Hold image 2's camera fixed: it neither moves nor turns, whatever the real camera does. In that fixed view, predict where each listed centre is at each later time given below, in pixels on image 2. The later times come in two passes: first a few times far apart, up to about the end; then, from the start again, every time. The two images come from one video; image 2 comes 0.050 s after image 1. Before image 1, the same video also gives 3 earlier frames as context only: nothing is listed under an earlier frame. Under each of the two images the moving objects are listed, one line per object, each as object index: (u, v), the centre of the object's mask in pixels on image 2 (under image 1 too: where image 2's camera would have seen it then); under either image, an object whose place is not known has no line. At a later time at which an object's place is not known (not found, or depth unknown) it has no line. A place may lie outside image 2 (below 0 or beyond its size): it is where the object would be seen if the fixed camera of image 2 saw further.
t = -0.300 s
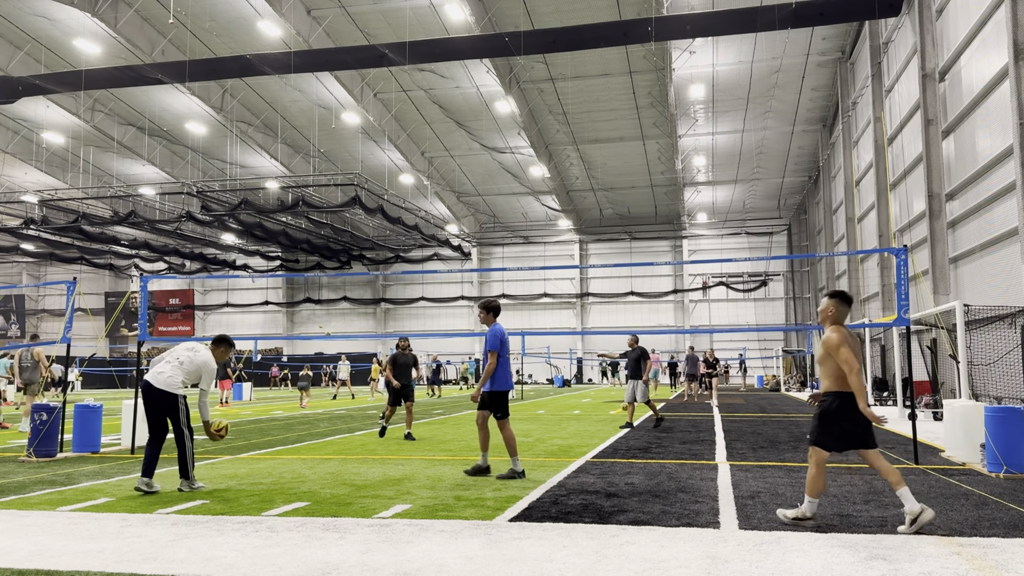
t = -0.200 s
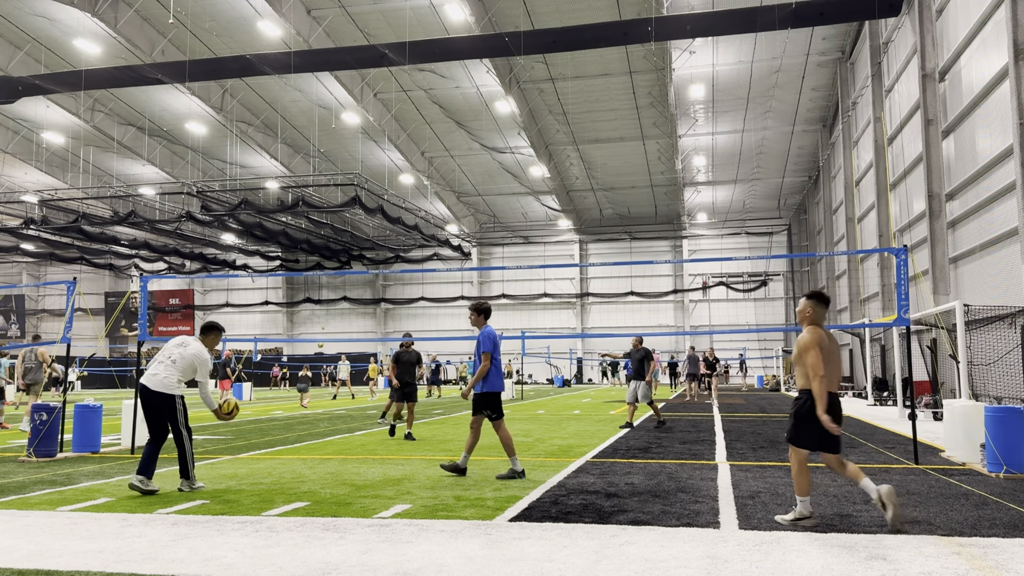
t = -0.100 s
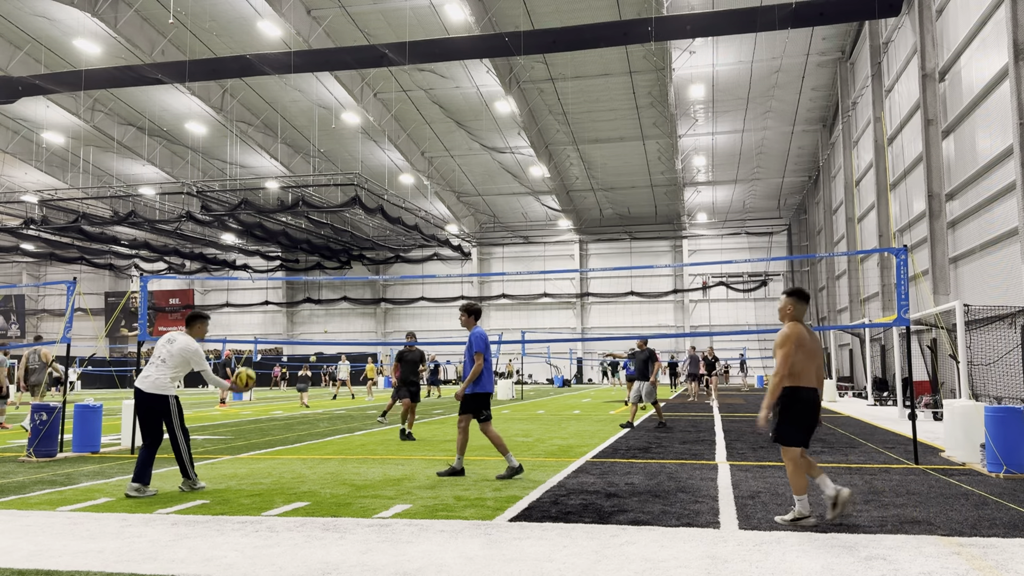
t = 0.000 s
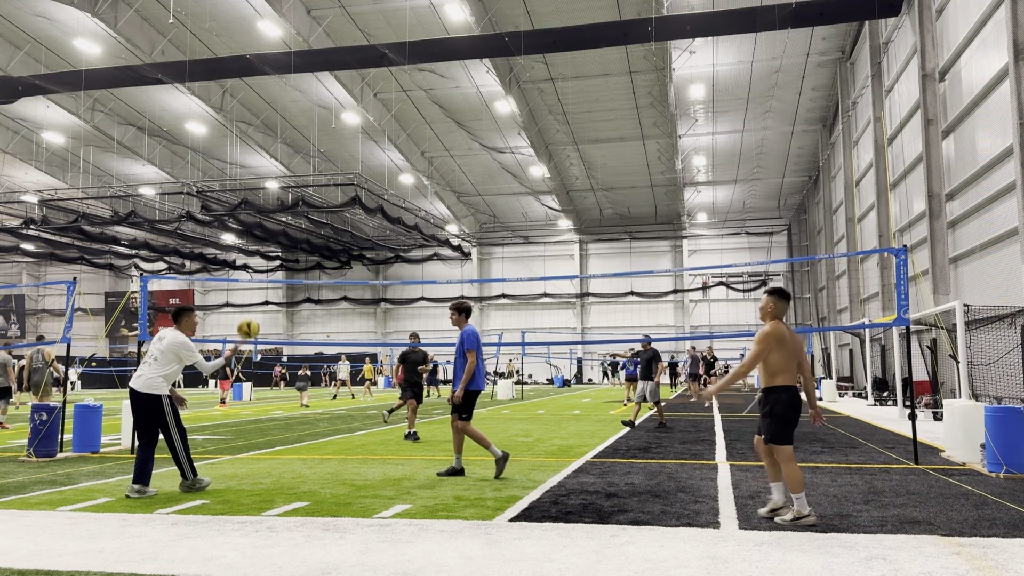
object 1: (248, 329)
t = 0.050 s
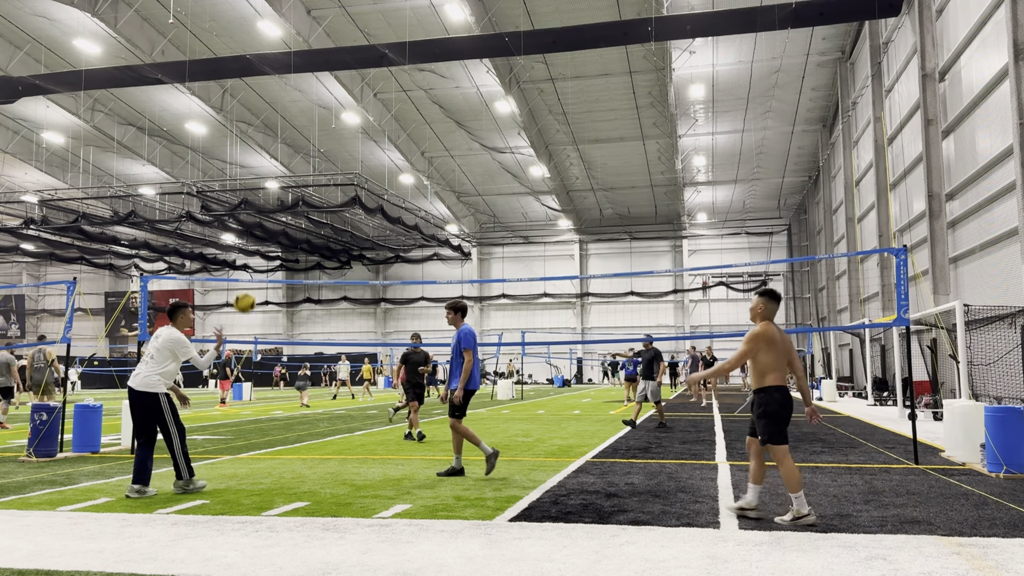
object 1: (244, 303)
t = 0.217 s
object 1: (231, 231)
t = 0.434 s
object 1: (212, 179)
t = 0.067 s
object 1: (243, 294)
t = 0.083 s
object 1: (242, 286)
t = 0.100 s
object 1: (240, 278)
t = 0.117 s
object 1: (239, 271)
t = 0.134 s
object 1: (238, 263)
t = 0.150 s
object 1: (237, 257)
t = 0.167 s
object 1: (235, 250)
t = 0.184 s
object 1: (234, 243)
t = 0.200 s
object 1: (233, 237)
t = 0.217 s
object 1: (231, 231)
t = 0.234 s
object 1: (230, 224)
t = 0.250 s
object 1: (228, 220)
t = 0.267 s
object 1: (227, 215)
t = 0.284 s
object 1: (225, 210)
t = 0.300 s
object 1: (224, 206)
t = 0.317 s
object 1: (223, 201)
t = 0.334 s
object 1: (221, 198)
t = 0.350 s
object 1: (220, 194)
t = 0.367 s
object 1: (218, 190)
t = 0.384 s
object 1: (216, 187)
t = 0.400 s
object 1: (215, 184)
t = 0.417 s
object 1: (214, 181)
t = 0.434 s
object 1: (212, 179)
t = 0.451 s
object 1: (211, 177)
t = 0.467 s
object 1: (209, 175)
